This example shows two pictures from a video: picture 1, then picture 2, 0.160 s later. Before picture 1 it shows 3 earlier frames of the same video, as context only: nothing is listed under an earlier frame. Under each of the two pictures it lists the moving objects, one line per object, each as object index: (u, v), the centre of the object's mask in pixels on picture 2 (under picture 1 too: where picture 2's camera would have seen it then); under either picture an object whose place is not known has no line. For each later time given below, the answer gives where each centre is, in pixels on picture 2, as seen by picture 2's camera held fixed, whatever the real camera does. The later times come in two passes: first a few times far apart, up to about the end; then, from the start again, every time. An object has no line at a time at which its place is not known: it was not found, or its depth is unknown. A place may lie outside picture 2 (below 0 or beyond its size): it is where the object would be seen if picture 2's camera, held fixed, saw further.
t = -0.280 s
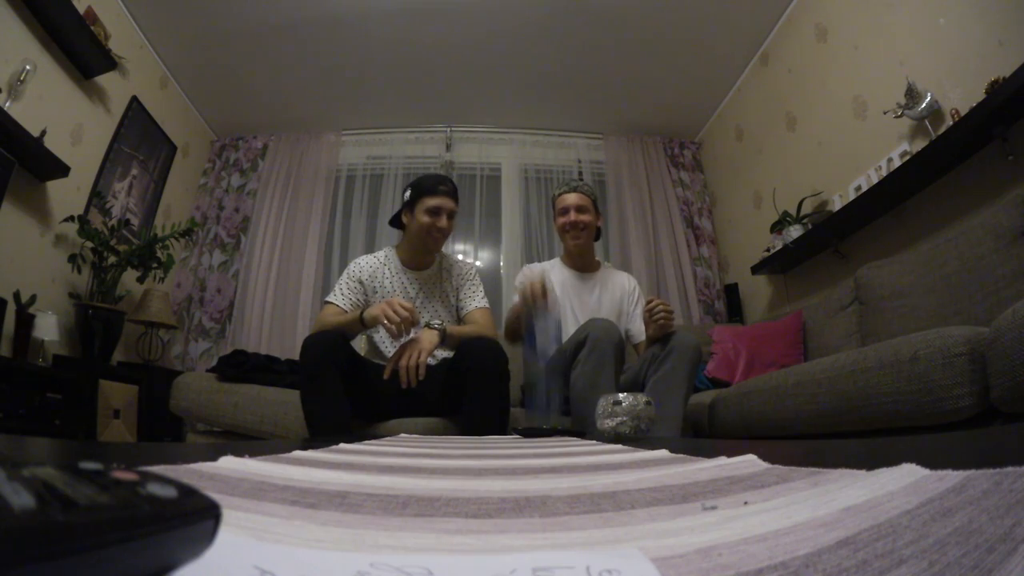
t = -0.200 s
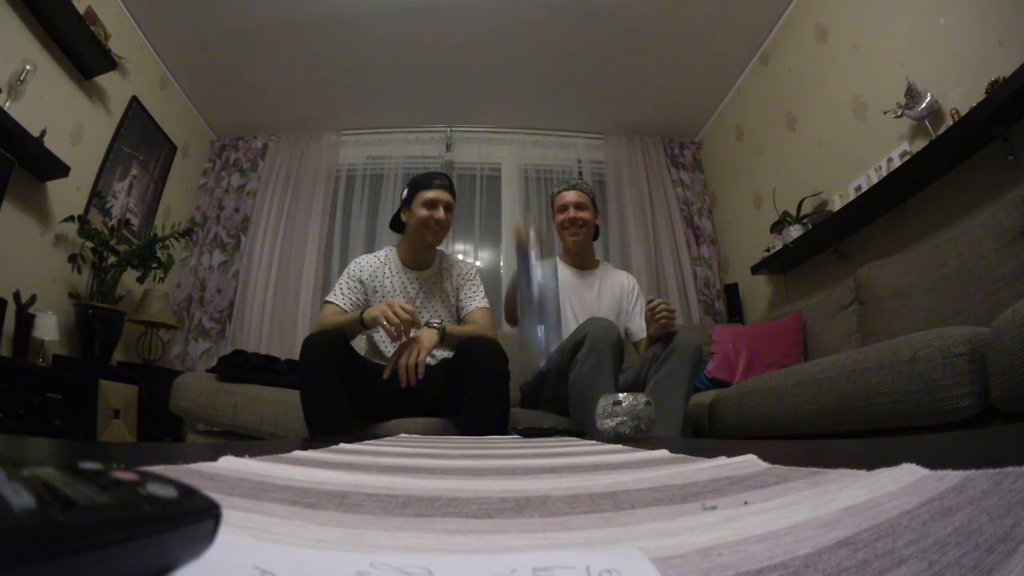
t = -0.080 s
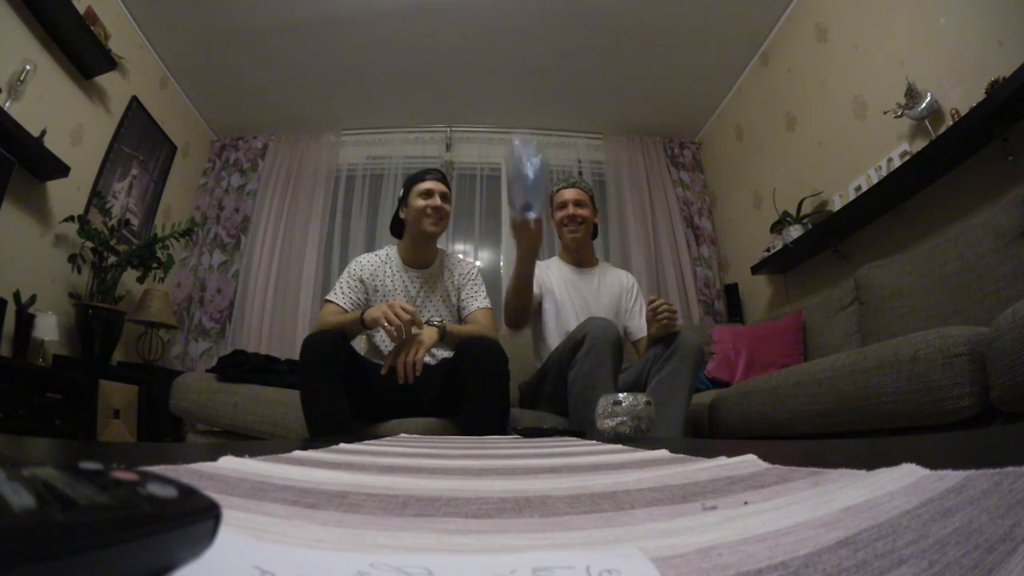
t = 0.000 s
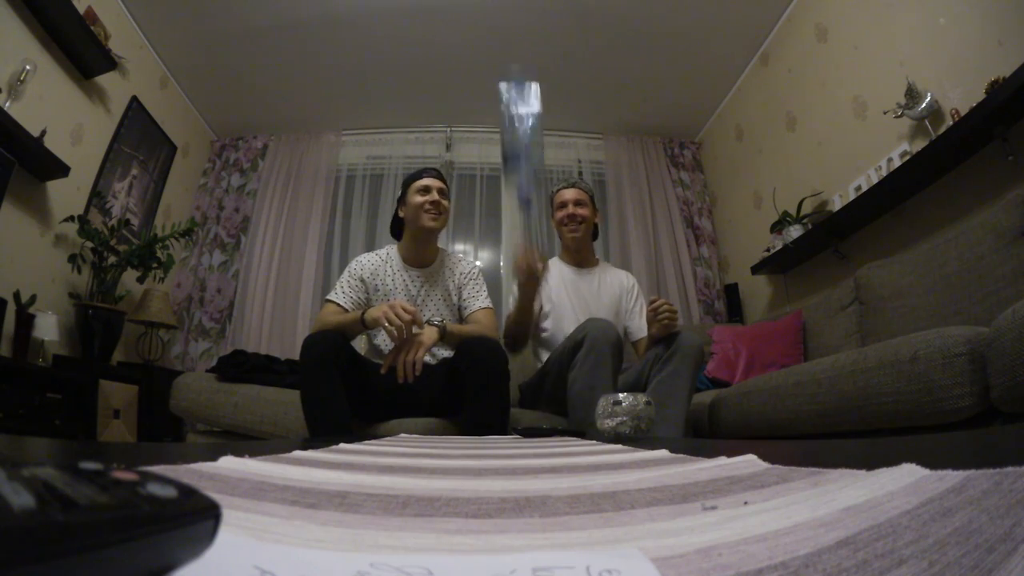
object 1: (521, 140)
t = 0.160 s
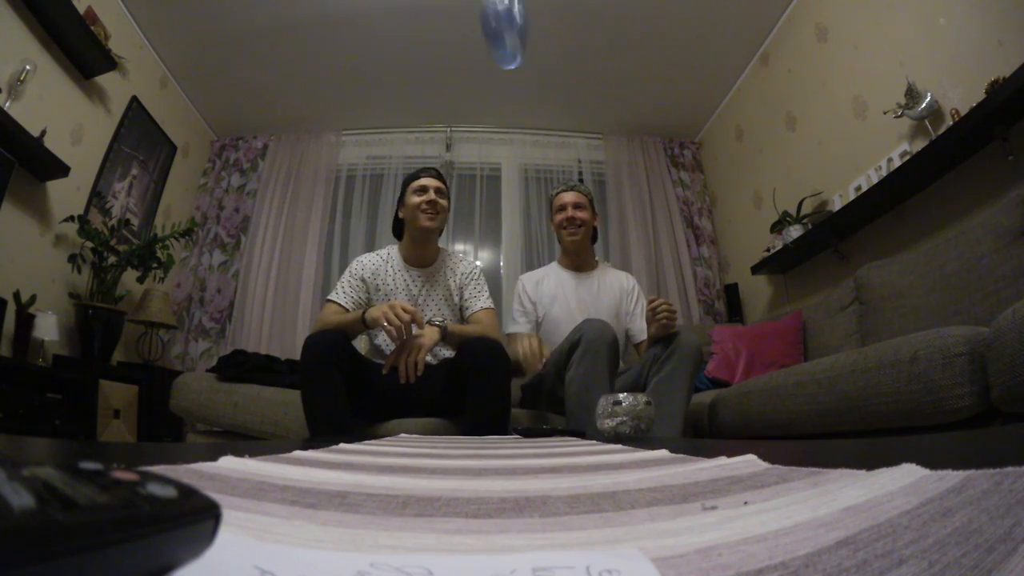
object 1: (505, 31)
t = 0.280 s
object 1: (497, 40)
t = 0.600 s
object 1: (436, 315)
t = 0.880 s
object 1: (342, 408)
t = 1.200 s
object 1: (312, 405)
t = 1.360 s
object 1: (307, 405)
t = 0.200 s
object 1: (502, 32)
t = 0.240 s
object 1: (500, 35)
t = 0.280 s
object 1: (497, 40)
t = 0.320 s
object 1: (494, 48)
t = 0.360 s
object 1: (490, 59)
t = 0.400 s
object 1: (486, 74)
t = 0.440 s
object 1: (481, 134)
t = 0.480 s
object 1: (476, 157)
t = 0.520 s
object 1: (466, 277)
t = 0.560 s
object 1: (453, 321)
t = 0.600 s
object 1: (436, 315)
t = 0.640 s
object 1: (418, 316)
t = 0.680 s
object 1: (396, 339)
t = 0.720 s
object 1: (377, 393)
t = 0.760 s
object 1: (368, 408)
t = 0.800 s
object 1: (357, 409)
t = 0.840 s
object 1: (349, 409)
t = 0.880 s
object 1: (342, 408)
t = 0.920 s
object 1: (337, 407)
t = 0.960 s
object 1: (331, 407)
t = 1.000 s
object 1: (325, 407)
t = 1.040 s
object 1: (319, 406)
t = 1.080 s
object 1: (315, 406)
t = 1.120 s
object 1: (313, 405)
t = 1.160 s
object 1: (313, 405)
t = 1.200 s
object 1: (312, 405)
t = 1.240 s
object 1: (310, 405)
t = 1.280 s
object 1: (308, 405)
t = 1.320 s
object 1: (307, 405)
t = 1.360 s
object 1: (307, 405)
